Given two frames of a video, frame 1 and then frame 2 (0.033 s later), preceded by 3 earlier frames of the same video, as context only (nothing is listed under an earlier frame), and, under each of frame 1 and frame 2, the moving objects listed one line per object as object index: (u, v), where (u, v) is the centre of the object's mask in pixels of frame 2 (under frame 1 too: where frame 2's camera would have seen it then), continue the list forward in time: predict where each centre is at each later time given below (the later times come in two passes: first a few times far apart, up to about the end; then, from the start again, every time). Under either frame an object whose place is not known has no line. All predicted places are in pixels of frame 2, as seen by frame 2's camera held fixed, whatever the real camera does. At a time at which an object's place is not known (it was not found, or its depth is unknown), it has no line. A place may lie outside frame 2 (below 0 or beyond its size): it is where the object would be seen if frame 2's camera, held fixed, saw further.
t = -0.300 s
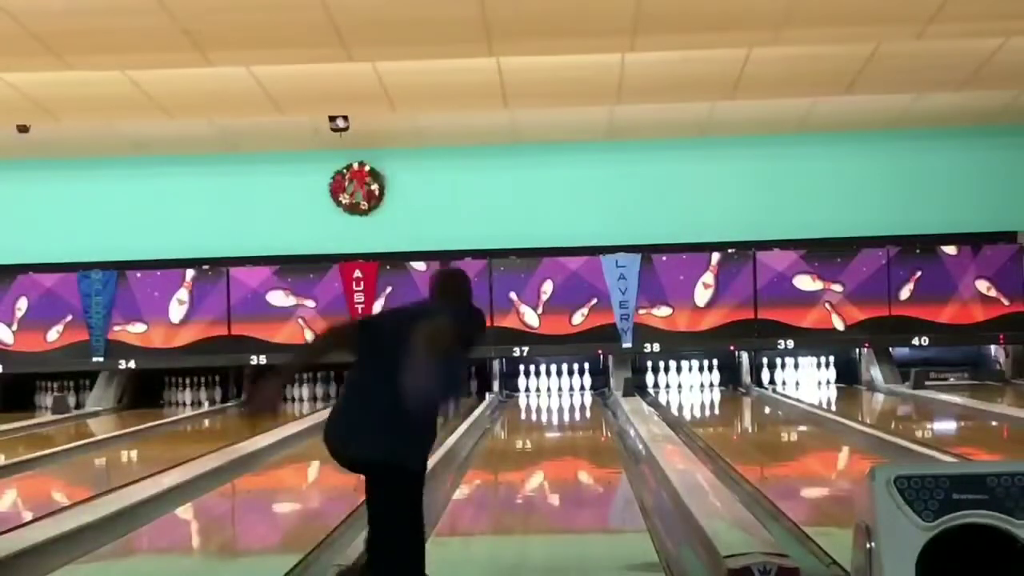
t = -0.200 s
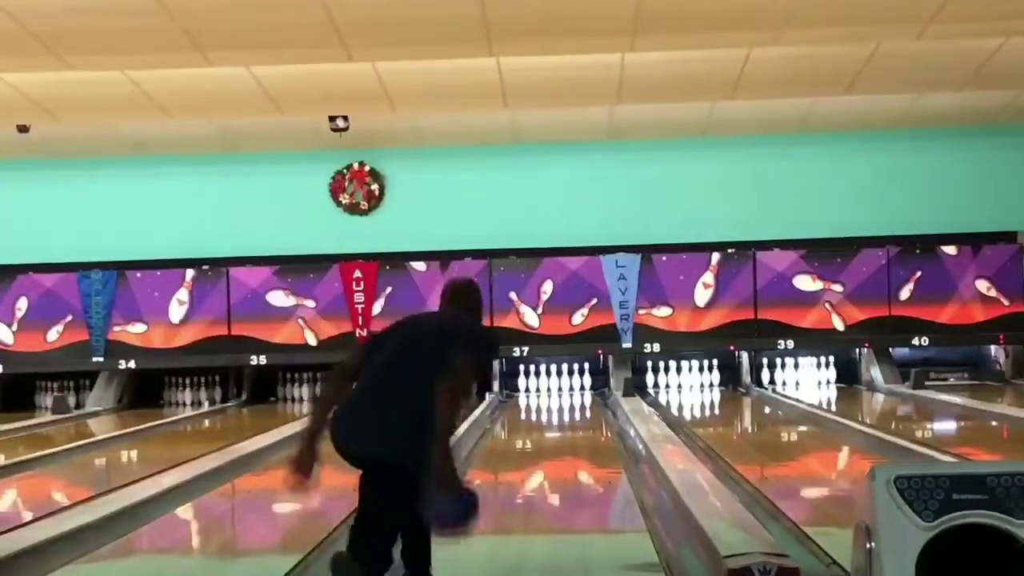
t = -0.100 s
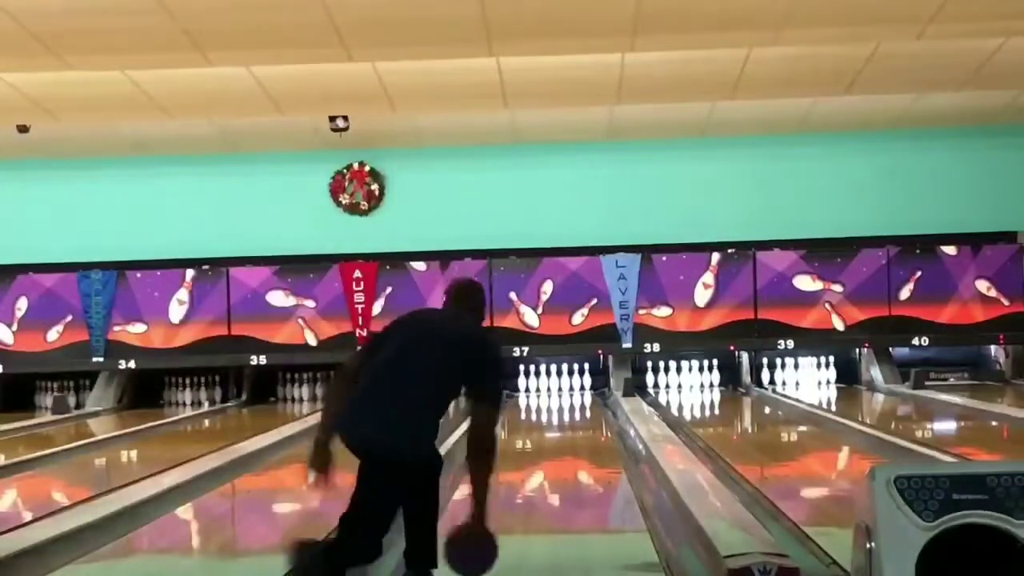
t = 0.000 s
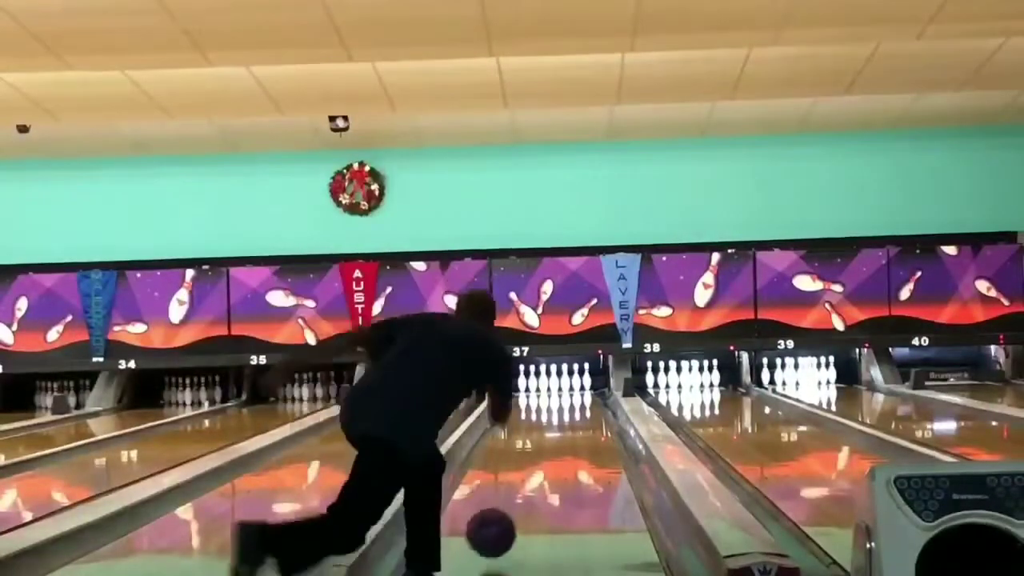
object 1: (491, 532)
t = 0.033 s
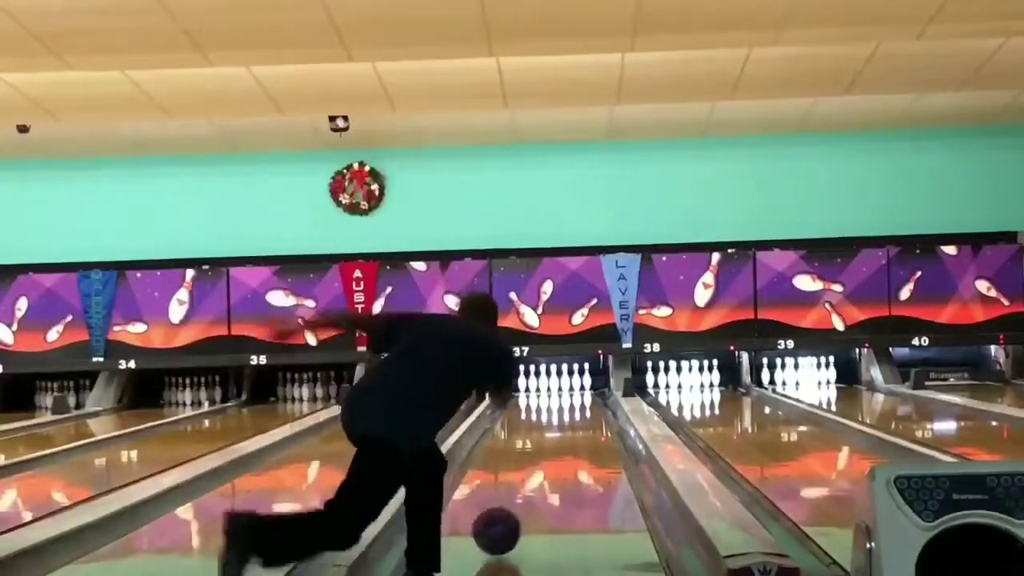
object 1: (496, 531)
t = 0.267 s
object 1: (527, 494)
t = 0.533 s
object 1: (550, 465)
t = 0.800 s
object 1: (565, 443)
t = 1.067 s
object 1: (574, 428)
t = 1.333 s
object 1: (580, 415)
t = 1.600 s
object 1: (583, 406)
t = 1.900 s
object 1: (582, 398)
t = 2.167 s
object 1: (575, 392)
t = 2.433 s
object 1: (564, 387)
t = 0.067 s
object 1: (501, 525)
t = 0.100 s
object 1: (506, 520)
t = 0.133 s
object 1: (511, 514)
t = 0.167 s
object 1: (515, 509)
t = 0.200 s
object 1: (519, 503)
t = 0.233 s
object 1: (523, 499)
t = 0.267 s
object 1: (527, 494)
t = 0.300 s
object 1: (530, 490)
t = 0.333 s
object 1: (533, 485)
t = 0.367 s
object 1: (537, 481)
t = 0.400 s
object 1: (540, 478)
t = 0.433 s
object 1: (542, 475)
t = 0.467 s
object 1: (545, 472)
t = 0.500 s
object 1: (548, 468)
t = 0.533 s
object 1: (550, 465)
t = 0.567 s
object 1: (552, 462)
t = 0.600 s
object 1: (554, 459)
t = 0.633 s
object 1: (556, 457)
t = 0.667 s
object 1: (558, 453)
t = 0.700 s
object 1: (560, 450)
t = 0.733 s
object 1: (561, 447)
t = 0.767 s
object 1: (563, 445)
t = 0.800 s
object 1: (565, 443)
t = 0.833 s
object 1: (566, 441)
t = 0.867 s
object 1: (568, 439)
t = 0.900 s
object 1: (569, 437)
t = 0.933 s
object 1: (570, 435)
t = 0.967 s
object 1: (571, 433)
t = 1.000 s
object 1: (572, 432)
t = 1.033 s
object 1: (574, 430)
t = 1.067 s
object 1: (574, 428)
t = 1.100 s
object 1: (575, 427)
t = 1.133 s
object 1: (576, 426)
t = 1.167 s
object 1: (577, 422)
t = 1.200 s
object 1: (578, 421)
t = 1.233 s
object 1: (579, 419)
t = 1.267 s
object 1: (579, 419)
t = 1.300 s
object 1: (580, 416)
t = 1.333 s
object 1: (580, 415)
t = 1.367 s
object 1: (580, 414)
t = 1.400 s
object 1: (581, 413)
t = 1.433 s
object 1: (582, 411)
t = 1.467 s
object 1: (582, 410)
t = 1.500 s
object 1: (582, 409)
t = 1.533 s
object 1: (582, 408)
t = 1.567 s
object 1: (583, 407)
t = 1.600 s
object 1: (583, 406)
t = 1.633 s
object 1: (583, 404)
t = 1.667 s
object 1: (584, 403)
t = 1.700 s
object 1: (584, 402)
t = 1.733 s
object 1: (584, 401)
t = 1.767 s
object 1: (583, 401)
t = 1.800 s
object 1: (583, 399)
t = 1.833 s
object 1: (583, 399)
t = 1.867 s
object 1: (582, 398)
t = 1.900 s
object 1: (582, 398)
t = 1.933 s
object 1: (581, 397)
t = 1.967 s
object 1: (581, 396)
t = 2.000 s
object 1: (580, 395)
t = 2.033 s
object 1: (579, 394)
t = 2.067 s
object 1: (578, 393)
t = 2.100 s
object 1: (577, 393)
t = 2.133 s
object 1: (576, 392)
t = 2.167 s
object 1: (575, 392)
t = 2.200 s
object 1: (574, 391)
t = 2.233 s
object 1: (573, 390)
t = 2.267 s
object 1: (570, 390)
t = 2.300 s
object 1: (568, 389)
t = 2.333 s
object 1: (567, 389)
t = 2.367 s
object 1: (566, 389)
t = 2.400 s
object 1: (565, 388)
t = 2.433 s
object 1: (564, 387)
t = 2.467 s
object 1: (561, 387)
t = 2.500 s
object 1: (560, 387)
